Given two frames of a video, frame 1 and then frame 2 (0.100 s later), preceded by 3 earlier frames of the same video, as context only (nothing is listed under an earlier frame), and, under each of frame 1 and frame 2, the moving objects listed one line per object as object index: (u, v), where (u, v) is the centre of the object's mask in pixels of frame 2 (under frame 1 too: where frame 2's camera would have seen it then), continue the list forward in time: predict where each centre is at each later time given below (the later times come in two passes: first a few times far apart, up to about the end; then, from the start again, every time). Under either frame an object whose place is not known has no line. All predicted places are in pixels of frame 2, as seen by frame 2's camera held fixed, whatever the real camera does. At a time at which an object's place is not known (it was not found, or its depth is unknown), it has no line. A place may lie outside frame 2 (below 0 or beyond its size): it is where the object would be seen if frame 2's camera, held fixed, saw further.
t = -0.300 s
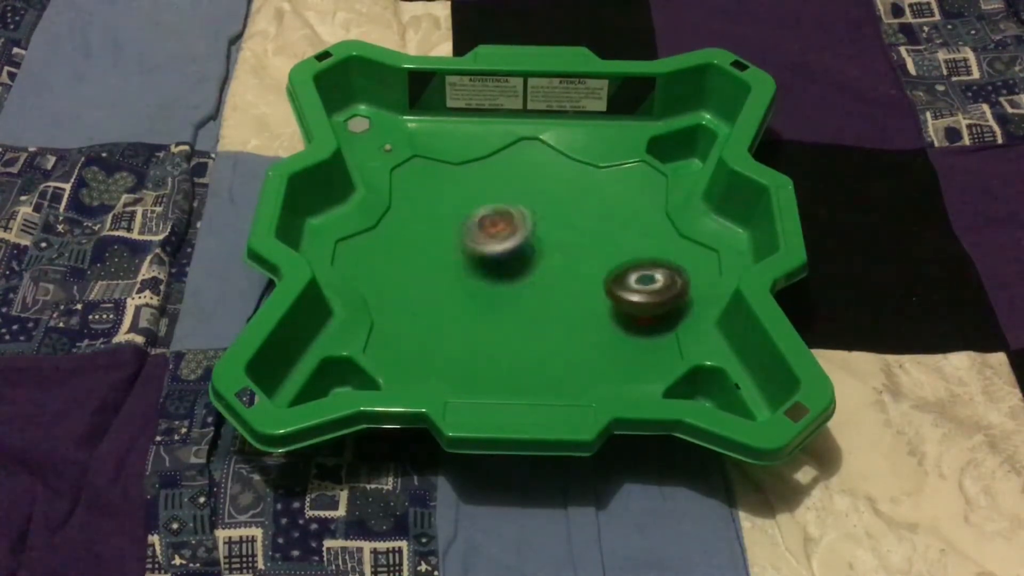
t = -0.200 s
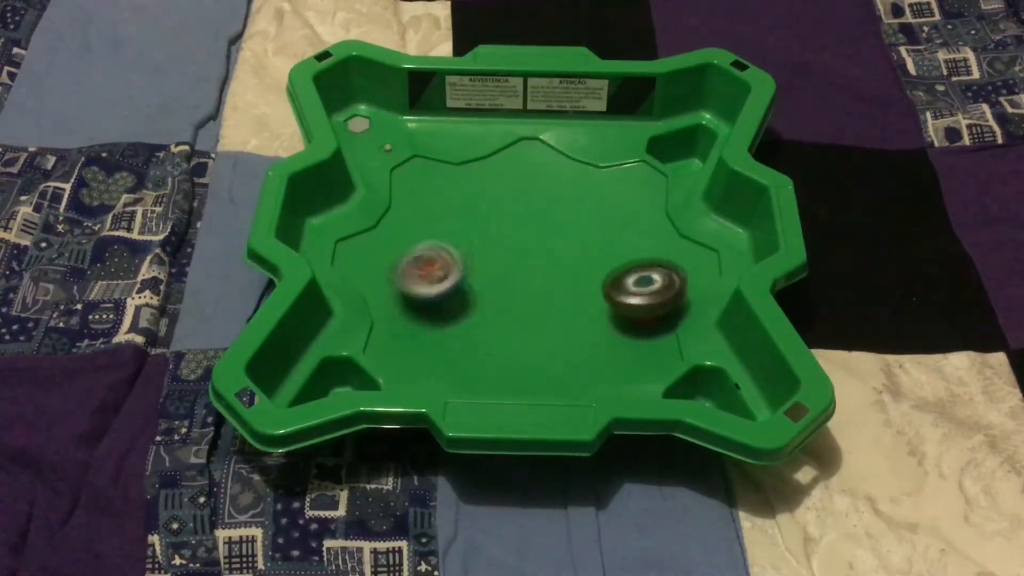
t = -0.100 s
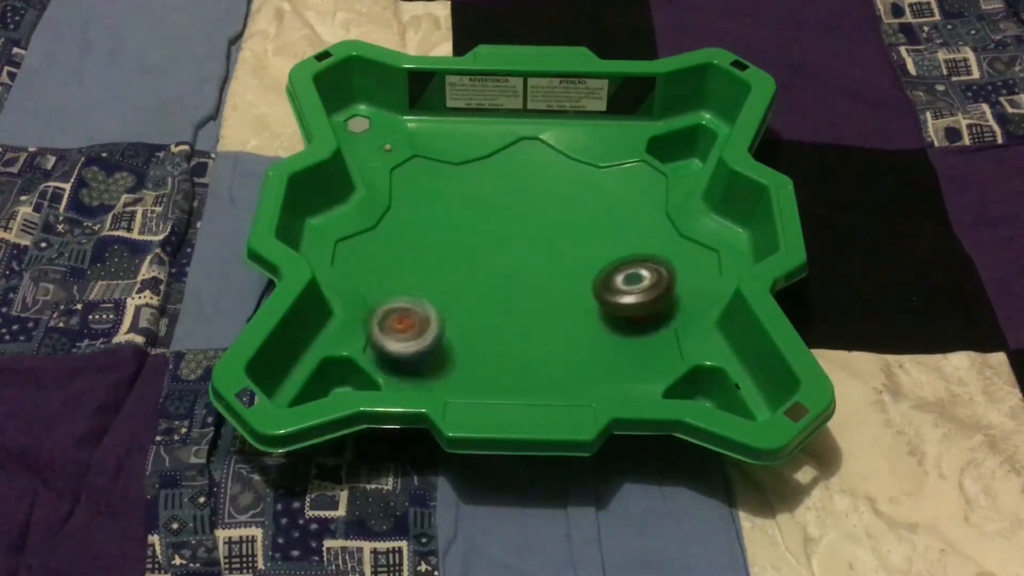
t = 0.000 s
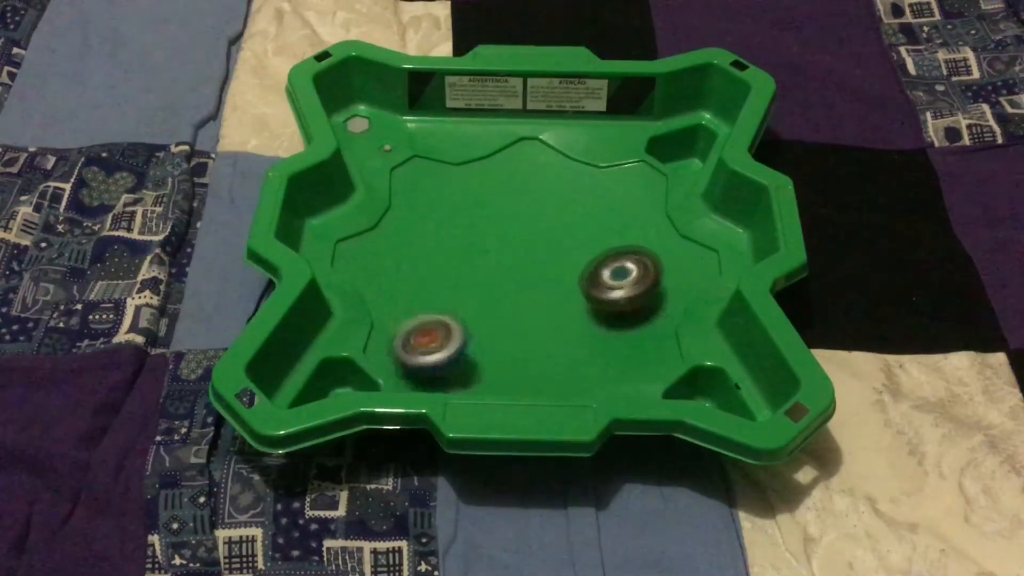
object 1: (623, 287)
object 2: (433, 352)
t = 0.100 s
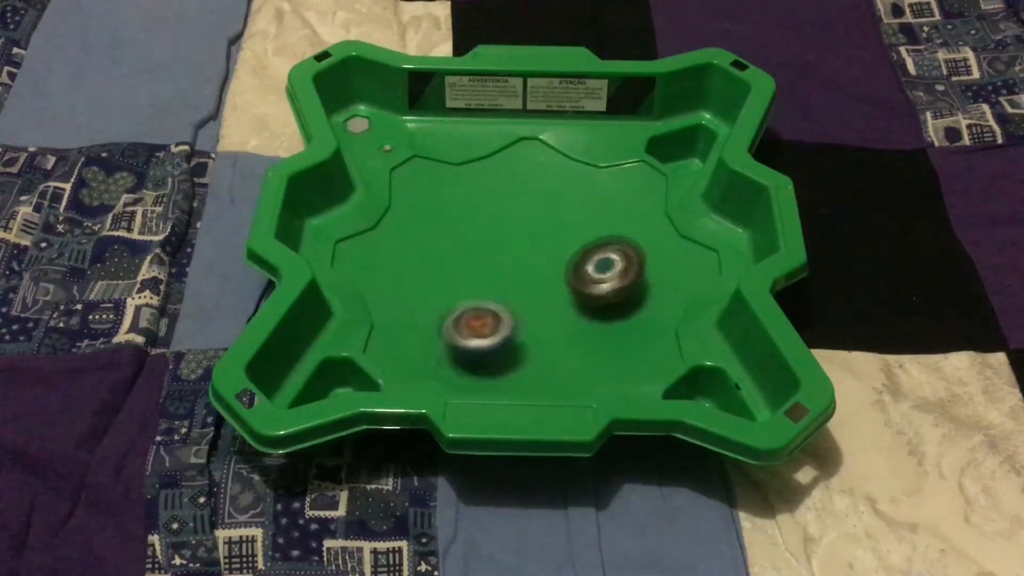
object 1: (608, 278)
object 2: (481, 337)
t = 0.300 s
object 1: (584, 246)
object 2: (536, 310)
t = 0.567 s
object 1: (541, 214)
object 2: (526, 325)
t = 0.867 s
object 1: (475, 209)
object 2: (514, 274)
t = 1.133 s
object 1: (448, 235)
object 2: (559, 285)
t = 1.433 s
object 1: (477, 288)
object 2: (524, 238)
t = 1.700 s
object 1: (535, 319)
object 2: (471, 234)
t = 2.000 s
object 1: (593, 295)
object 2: (529, 258)
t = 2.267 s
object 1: (615, 248)
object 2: (474, 216)
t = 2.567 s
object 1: (560, 203)
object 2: (494, 274)
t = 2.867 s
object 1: (481, 207)
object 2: (599, 217)
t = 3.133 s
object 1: (444, 250)
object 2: (503, 213)
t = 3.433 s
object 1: (470, 316)
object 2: (560, 240)
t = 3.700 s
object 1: (549, 322)
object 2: (580, 232)
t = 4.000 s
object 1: (620, 267)
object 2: (514, 254)
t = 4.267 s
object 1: (599, 210)
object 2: (507, 295)
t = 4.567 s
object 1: (508, 193)
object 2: (546, 252)
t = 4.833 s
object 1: (435, 231)
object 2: (542, 249)
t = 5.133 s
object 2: (541, 262)
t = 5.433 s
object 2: (538, 263)
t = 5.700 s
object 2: (530, 262)
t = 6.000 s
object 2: (526, 263)
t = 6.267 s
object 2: (530, 258)
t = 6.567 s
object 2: (527, 257)
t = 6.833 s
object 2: (533, 255)
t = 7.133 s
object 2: (527, 257)
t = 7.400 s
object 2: (531, 255)
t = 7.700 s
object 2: (534, 256)
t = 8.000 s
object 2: (534, 257)
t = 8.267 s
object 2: (531, 251)
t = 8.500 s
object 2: (534, 257)
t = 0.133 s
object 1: (603, 274)
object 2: (497, 331)
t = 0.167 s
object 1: (598, 271)
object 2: (511, 324)
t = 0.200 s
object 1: (593, 267)
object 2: (525, 318)
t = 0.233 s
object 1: (589, 263)
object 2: (535, 311)
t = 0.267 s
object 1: (586, 256)
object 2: (538, 306)
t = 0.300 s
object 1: (584, 246)
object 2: (536, 310)
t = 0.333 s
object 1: (582, 236)
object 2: (531, 315)
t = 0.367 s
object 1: (577, 230)
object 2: (526, 319)
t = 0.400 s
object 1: (572, 225)
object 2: (523, 323)
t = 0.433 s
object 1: (566, 222)
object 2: (520, 326)
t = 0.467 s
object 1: (560, 219)
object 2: (520, 327)
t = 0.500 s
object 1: (554, 217)
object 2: (522, 328)
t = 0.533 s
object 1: (547, 215)
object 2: (524, 327)
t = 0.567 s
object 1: (541, 214)
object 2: (526, 325)
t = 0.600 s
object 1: (534, 213)
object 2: (529, 321)
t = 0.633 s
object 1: (527, 212)
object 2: (530, 316)
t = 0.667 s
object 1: (520, 212)
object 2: (530, 310)
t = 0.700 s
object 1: (513, 212)
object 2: (529, 302)
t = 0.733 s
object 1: (506, 213)
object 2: (525, 294)
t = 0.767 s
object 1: (499, 211)
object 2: (521, 284)
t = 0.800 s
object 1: (493, 210)
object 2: (515, 276)
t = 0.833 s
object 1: (484, 209)
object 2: (511, 271)
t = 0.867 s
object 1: (475, 209)
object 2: (514, 274)
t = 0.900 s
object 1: (468, 210)
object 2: (517, 279)
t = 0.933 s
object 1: (462, 212)
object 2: (521, 284)
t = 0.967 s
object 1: (457, 215)
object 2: (526, 288)
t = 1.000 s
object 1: (453, 218)
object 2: (532, 290)
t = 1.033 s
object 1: (451, 222)
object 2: (539, 291)
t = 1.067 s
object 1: (449, 226)
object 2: (547, 291)
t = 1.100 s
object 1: (449, 230)
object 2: (553, 289)
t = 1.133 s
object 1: (448, 235)
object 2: (559, 285)
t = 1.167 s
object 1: (449, 240)
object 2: (563, 280)
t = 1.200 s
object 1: (450, 246)
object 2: (565, 274)
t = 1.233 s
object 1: (452, 251)
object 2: (565, 267)
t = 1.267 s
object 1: (455, 257)
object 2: (563, 260)
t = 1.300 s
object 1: (458, 263)
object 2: (558, 254)
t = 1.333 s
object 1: (462, 269)
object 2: (551, 248)
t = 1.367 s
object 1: (467, 275)
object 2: (543, 244)
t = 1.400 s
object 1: (472, 281)
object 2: (533, 241)
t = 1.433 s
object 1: (477, 288)
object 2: (524, 238)
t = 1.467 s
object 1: (483, 293)
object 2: (514, 237)
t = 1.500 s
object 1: (491, 299)
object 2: (504, 236)
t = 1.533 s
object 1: (497, 306)
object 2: (495, 234)
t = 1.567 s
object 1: (504, 312)
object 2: (489, 232)
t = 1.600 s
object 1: (511, 315)
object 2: (484, 231)
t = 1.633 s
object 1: (519, 317)
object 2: (480, 232)
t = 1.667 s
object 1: (527, 319)
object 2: (475, 232)
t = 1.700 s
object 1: (535, 319)
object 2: (471, 234)
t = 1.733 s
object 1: (543, 319)
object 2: (470, 239)
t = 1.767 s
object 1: (550, 319)
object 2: (472, 243)
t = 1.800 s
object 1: (558, 318)
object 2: (476, 249)
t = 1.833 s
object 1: (565, 315)
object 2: (481, 253)
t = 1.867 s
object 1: (571, 313)
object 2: (488, 257)
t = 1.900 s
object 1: (577, 309)
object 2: (498, 260)
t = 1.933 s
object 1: (583, 305)
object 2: (510, 262)
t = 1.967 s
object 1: (589, 300)
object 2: (520, 261)
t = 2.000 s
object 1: (593, 295)
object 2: (529, 258)
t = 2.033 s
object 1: (603, 292)
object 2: (530, 253)
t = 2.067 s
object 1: (611, 287)
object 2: (525, 245)
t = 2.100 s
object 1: (615, 281)
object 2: (519, 238)
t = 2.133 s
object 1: (617, 275)
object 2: (512, 231)
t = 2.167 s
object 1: (618, 268)
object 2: (504, 224)
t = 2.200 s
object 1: (617, 261)
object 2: (494, 220)
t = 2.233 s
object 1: (617, 254)
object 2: (484, 217)
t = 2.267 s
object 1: (615, 248)
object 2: (474, 216)
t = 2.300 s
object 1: (612, 241)
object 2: (465, 219)
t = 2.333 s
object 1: (608, 235)
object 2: (458, 222)
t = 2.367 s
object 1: (603, 229)
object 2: (455, 229)
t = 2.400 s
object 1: (597, 224)
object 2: (453, 236)
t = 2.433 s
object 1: (591, 218)
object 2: (454, 245)
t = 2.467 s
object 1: (584, 213)
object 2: (460, 254)
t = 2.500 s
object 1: (577, 209)
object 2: (468, 261)
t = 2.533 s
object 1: (569, 206)
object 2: (480, 267)
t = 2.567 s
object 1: (560, 203)
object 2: (494, 274)
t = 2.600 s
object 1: (551, 201)
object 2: (510, 277)
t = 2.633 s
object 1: (542, 198)
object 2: (527, 277)
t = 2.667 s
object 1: (532, 197)
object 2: (544, 274)
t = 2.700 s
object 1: (523, 197)
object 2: (561, 269)
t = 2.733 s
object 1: (514, 199)
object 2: (576, 262)
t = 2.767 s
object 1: (506, 200)
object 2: (587, 252)
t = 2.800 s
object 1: (497, 202)
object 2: (595, 242)
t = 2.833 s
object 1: (488, 204)
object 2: (600, 230)
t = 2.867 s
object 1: (481, 207)
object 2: (599, 217)
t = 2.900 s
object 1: (474, 210)
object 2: (594, 207)
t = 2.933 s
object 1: (468, 214)
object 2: (585, 199)
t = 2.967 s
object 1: (462, 220)
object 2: (572, 193)
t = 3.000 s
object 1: (457, 225)
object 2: (557, 192)
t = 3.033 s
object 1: (453, 231)
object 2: (542, 193)
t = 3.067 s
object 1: (449, 236)
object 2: (526, 196)
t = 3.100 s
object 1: (447, 242)
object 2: (513, 204)
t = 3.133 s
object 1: (444, 250)
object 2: (503, 213)
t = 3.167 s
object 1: (440, 260)
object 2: (503, 219)
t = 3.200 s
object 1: (438, 270)
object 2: (508, 223)
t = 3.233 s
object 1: (439, 278)
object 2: (515, 226)
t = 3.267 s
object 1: (441, 285)
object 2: (523, 229)
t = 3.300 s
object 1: (445, 292)
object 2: (530, 232)
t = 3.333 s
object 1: (450, 299)
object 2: (537, 235)
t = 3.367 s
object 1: (455, 305)
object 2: (545, 238)
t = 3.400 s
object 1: (461, 311)
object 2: (552, 240)
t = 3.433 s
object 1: (470, 316)
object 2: (560, 240)
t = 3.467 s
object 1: (478, 320)
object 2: (567, 241)
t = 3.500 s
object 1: (488, 324)
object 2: (575, 240)
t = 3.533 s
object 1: (497, 326)
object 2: (580, 239)
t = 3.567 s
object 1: (508, 327)
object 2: (584, 237)
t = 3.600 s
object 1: (518, 328)
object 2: (585, 234)
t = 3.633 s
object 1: (529, 327)
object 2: (585, 233)
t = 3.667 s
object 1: (539, 325)
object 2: (584, 232)
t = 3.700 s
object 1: (549, 322)
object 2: (580, 232)
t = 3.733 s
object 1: (559, 319)
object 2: (577, 234)
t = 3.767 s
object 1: (569, 314)
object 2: (571, 235)
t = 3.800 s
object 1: (578, 309)
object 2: (566, 238)
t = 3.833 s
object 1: (585, 302)
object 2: (560, 240)
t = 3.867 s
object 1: (593, 295)
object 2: (553, 245)
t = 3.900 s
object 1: (603, 288)
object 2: (544, 247)
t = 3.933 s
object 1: (612, 281)
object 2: (534, 249)
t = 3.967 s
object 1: (616, 275)
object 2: (522, 250)
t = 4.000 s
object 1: (620, 267)
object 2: (514, 254)
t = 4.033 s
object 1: (623, 258)
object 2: (504, 258)
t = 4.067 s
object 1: (623, 251)
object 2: (497, 263)
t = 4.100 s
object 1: (622, 243)
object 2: (492, 270)
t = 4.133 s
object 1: (619, 235)
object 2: (491, 276)
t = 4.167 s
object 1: (616, 228)
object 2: (490, 282)
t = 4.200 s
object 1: (611, 222)
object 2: (494, 288)
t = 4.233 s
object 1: (605, 216)
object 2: (499, 292)
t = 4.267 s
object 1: (599, 210)
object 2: (507, 295)
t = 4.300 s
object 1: (592, 206)
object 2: (514, 294)
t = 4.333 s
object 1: (583, 203)
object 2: (522, 294)
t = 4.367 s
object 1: (574, 199)
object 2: (530, 290)
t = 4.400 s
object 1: (565, 196)
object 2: (537, 286)
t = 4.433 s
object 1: (555, 196)
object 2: (543, 280)
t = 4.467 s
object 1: (543, 194)
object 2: (544, 274)
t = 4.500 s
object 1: (533, 192)
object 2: (547, 267)
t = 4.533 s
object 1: (521, 192)
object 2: (546, 260)
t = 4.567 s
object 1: (508, 193)
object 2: (546, 252)
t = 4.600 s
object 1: (496, 196)
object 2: (541, 246)
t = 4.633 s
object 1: (485, 200)
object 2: (541, 244)
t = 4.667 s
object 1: (474, 203)
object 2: (541, 244)
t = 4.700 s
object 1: (463, 207)
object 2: (542, 244)
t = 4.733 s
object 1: (455, 212)
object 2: (542, 245)
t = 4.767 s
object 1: (447, 218)
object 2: (542, 246)
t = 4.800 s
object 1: (440, 224)
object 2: (542, 247)
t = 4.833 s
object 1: (435, 231)
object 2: (542, 249)
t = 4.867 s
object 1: (431, 239)
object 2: (541, 250)
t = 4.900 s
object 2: (541, 252)
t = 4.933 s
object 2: (540, 254)
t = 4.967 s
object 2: (540, 255)
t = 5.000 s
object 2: (540, 258)
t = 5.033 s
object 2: (541, 258)
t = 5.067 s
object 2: (540, 261)
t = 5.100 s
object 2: (540, 260)
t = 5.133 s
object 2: (541, 262)
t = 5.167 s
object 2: (541, 262)
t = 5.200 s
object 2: (542, 263)
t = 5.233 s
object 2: (541, 263)
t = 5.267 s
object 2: (541, 264)
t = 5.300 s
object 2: (540, 264)
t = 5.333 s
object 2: (541, 263)
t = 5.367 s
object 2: (540, 263)
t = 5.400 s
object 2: (540, 262)
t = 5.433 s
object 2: (538, 263)
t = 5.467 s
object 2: (537, 261)
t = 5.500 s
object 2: (537, 261)
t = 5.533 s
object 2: (535, 261)
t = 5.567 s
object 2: (534, 261)
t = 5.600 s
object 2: (534, 261)
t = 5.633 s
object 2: (531, 261)
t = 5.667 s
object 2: (530, 262)
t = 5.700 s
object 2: (530, 262)
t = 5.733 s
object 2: (529, 262)
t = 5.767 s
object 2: (528, 262)
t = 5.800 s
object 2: (527, 263)
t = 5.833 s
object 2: (526, 263)
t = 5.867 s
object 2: (526, 263)
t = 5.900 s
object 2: (526, 263)
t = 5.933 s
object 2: (526, 263)
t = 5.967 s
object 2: (526, 263)
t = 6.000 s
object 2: (526, 263)
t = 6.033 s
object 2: (526, 263)
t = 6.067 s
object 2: (527, 262)
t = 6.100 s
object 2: (527, 262)
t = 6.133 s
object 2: (527, 261)
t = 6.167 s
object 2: (530, 261)
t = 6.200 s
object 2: (530, 261)
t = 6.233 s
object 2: (531, 260)
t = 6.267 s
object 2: (530, 258)
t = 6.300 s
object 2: (530, 257)
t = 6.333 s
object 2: (529, 257)
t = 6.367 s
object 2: (530, 257)
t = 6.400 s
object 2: (529, 257)
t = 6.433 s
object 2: (528, 255)
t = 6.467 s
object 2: (529, 256)
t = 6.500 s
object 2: (527, 256)
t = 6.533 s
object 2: (526, 257)
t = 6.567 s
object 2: (527, 257)
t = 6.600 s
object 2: (528, 258)
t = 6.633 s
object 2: (530, 258)
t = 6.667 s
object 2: (532, 259)
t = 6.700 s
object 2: (531, 259)
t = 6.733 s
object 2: (533, 258)
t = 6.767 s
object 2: (533, 257)
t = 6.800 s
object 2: (534, 256)
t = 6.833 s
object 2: (533, 255)
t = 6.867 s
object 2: (534, 254)
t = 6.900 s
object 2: (533, 254)
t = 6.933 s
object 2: (533, 254)
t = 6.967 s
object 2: (531, 254)
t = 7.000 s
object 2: (530, 254)
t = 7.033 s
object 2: (528, 255)
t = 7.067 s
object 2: (527, 256)
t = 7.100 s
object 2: (528, 256)
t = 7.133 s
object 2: (527, 257)
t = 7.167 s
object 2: (529, 256)
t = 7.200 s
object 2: (530, 256)
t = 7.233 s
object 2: (530, 255)
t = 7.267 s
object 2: (530, 254)
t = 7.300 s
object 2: (531, 254)
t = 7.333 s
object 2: (530, 255)
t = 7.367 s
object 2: (530, 255)
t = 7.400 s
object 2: (531, 255)
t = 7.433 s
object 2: (532, 256)
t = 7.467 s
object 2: (532, 255)
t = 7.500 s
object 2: (532, 254)
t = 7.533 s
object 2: (532, 255)
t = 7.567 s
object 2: (532, 254)
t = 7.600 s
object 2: (532, 256)
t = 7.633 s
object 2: (533, 256)
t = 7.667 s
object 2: (533, 256)
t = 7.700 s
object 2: (534, 256)
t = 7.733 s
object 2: (534, 256)
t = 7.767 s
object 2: (531, 252)
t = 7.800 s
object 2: (534, 257)
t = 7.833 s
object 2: (533, 256)
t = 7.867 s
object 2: (532, 256)
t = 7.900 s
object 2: (533, 256)
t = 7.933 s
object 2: (534, 256)
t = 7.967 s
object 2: (534, 256)
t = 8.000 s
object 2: (534, 257)
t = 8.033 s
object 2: (534, 256)
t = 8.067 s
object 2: (534, 257)
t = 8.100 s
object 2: (531, 253)
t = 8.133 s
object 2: (531, 252)
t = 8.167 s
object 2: (531, 252)
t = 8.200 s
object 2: (531, 252)
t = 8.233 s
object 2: (531, 251)
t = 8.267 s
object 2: (531, 251)
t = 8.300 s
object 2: (531, 251)
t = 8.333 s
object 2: (532, 251)
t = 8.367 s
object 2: (531, 251)
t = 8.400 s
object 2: (531, 251)
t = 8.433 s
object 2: (534, 257)
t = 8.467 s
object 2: (534, 257)
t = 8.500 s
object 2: (534, 257)
